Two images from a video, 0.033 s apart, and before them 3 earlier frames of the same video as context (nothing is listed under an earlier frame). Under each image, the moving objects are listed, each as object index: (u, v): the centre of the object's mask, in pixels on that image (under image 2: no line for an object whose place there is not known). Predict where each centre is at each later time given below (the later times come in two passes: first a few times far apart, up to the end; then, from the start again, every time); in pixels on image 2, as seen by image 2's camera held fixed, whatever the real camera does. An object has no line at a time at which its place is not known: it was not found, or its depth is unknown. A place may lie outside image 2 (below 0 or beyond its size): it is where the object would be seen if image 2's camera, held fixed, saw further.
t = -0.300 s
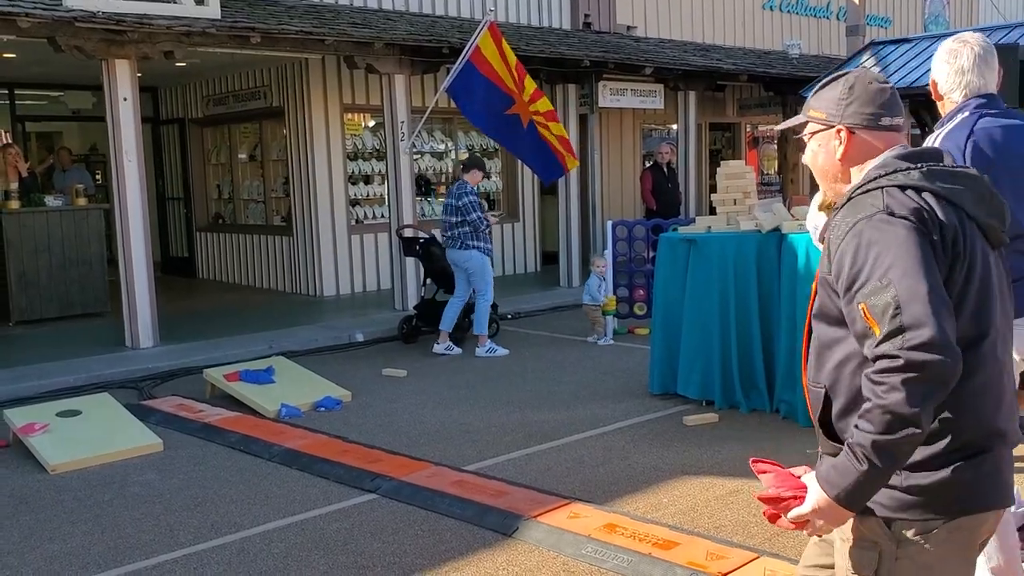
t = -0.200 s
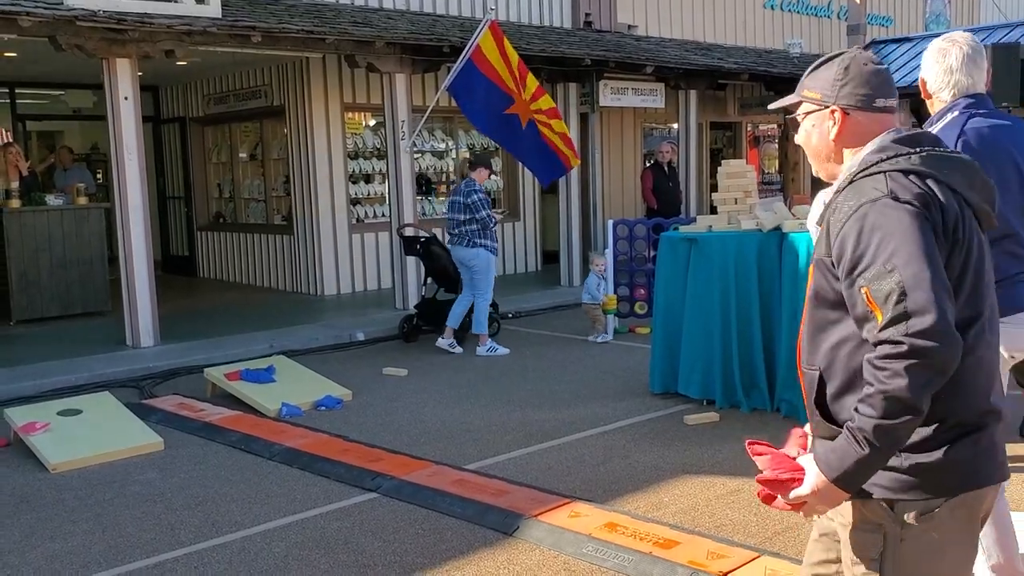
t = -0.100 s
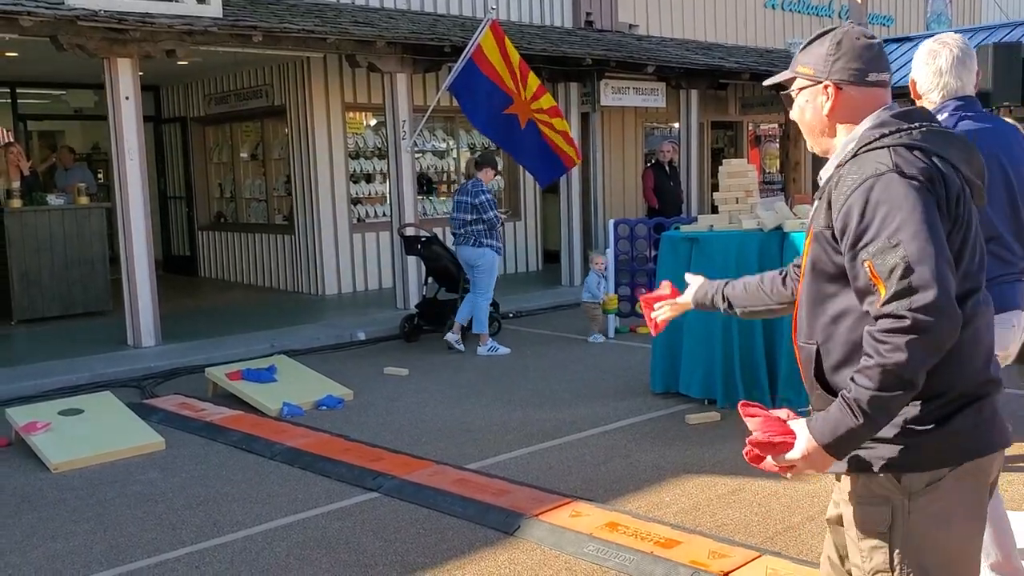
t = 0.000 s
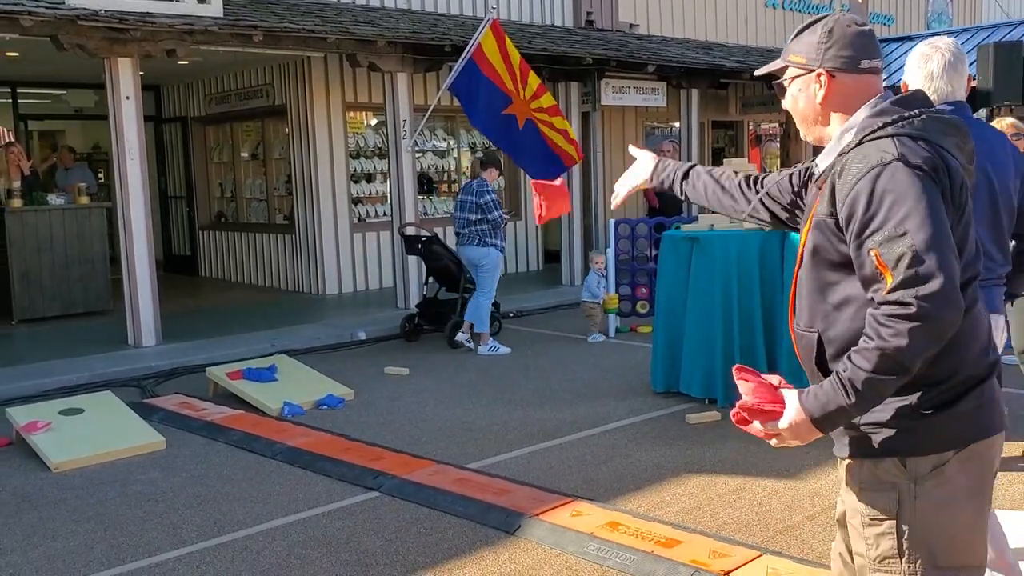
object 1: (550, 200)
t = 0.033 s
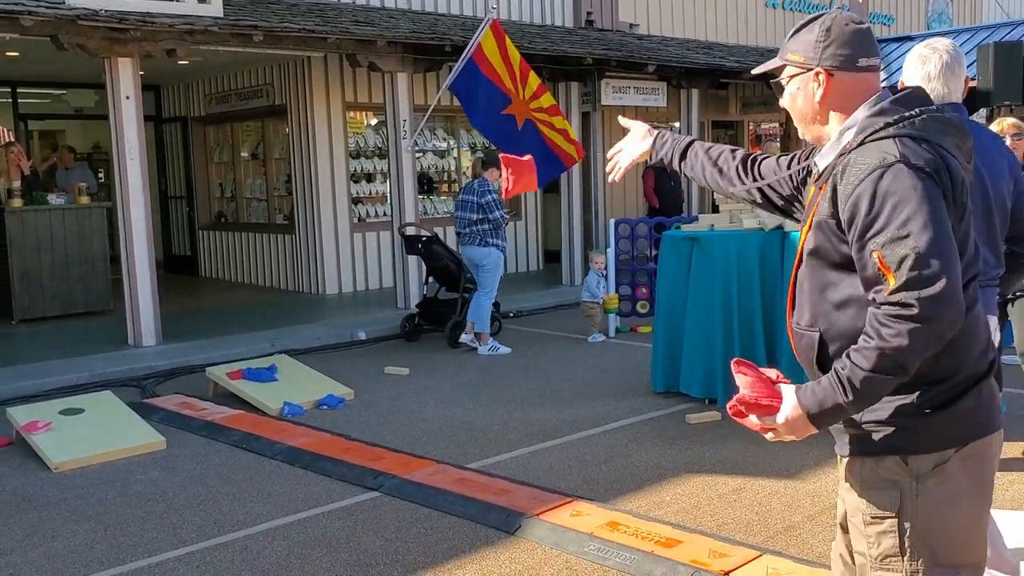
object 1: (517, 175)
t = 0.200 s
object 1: (383, 116)
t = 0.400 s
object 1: (267, 148)
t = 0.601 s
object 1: (188, 253)
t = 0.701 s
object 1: (159, 324)
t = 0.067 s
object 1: (487, 155)
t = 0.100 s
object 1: (459, 139)
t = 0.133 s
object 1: (431, 128)
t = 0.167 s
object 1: (406, 120)
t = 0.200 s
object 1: (383, 116)
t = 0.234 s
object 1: (360, 114)
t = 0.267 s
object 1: (340, 116)
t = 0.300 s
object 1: (319, 120)
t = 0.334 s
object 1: (301, 127)
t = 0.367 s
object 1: (283, 137)
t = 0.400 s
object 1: (267, 148)
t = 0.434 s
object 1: (252, 161)
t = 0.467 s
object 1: (237, 177)
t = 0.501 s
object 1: (224, 194)
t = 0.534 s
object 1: (211, 212)
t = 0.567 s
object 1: (199, 232)
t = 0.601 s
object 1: (188, 253)
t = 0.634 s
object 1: (177, 276)
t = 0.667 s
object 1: (168, 299)
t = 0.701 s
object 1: (159, 324)
